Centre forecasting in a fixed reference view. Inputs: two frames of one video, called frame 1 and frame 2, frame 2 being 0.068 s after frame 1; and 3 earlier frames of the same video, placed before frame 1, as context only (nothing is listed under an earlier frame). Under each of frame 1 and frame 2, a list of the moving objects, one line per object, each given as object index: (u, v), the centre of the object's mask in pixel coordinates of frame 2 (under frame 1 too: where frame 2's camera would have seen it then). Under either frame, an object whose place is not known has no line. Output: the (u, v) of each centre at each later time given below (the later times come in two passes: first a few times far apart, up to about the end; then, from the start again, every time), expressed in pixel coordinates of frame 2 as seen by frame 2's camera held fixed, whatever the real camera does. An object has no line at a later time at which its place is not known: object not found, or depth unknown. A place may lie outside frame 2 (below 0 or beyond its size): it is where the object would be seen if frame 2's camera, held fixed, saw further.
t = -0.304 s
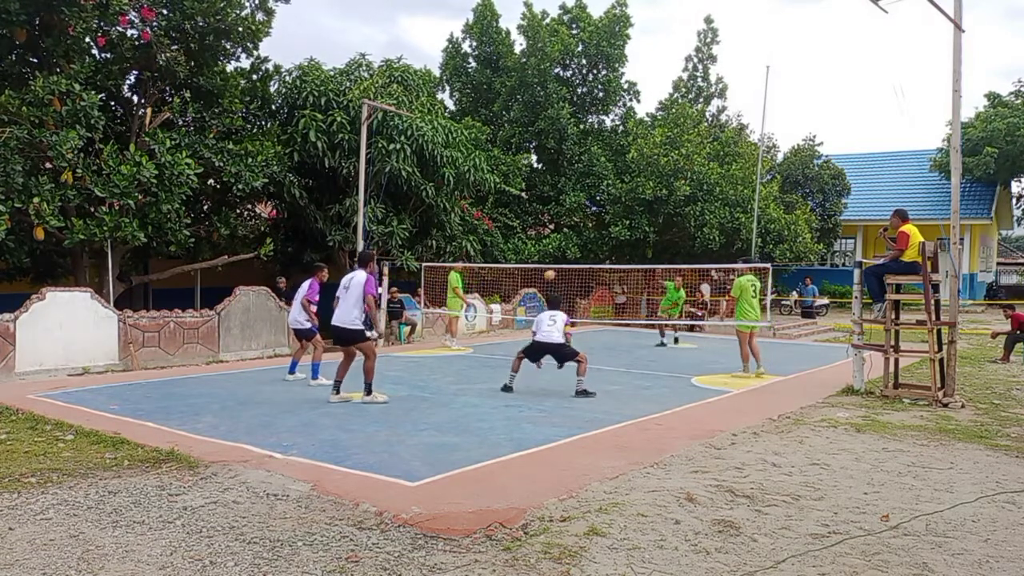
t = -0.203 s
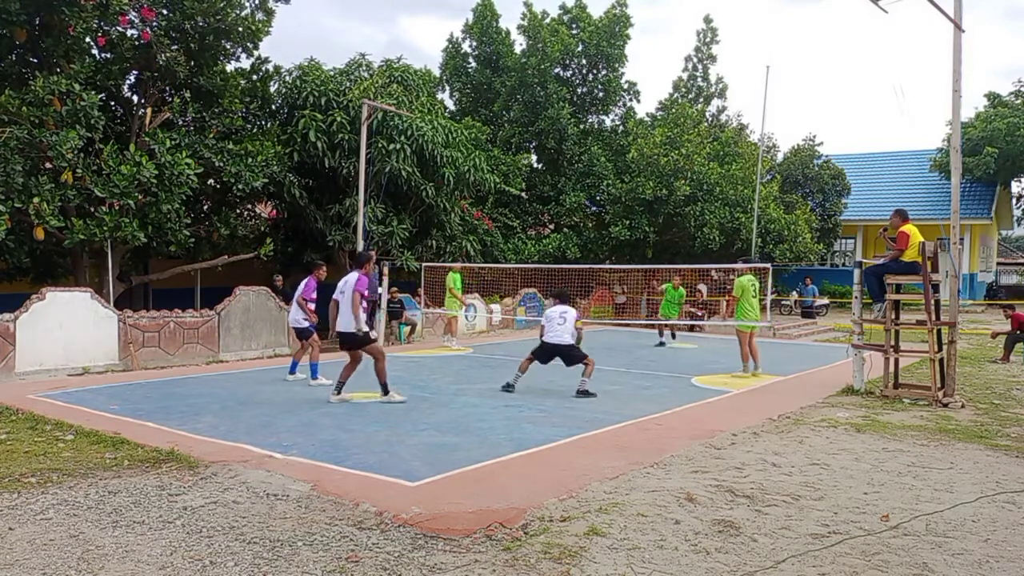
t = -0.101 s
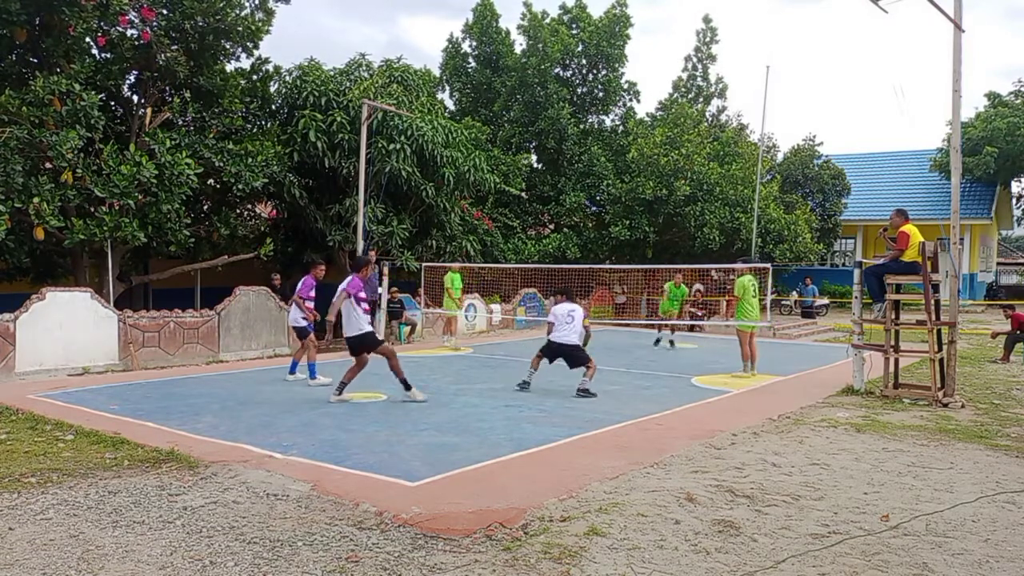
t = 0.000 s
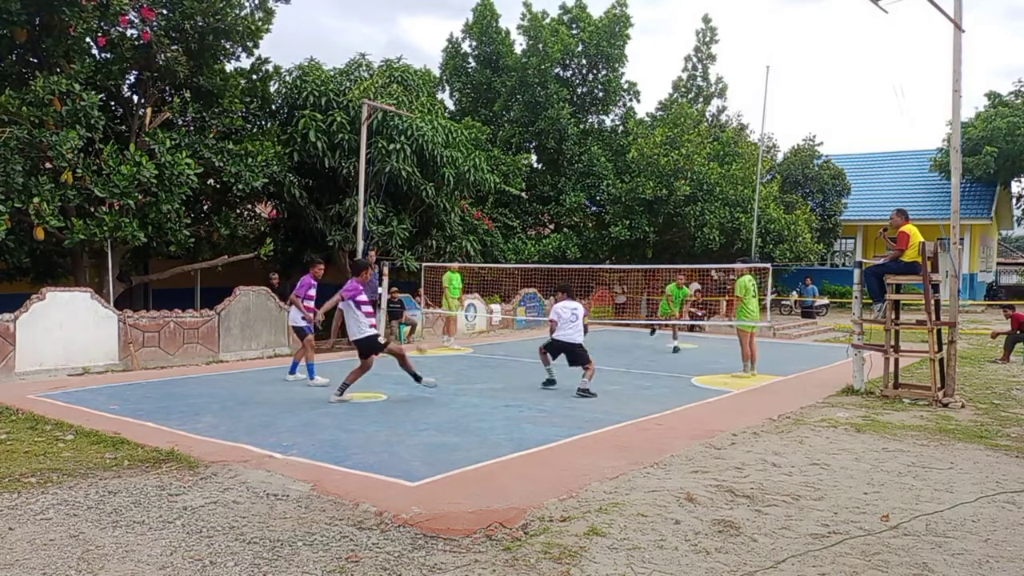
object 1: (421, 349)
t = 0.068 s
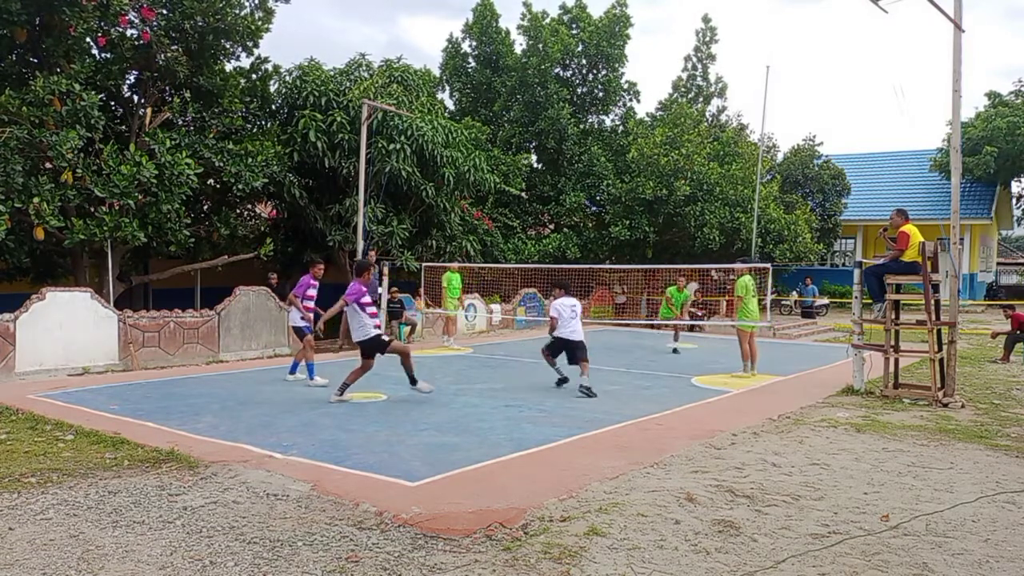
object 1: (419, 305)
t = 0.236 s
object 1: (410, 224)
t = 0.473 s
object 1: (396, 150)
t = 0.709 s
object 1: (382, 128)
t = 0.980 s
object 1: (368, 161)
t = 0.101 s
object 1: (416, 288)
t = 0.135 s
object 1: (415, 271)
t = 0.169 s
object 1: (414, 254)
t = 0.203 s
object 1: (412, 238)
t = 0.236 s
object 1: (410, 224)
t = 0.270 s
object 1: (408, 210)
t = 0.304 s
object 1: (406, 198)
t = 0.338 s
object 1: (404, 186)
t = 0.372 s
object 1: (402, 176)
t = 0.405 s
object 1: (401, 166)
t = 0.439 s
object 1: (399, 158)
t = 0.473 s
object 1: (396, 150)
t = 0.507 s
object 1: (395, 144)
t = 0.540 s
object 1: (392, 139)
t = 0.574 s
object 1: (390, 134)
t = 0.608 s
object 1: (389, 131)
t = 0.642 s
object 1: (386, 129)
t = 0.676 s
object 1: (384, 128)
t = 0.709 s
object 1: (382, 128)
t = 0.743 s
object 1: (381, 128)
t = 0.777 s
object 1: (378, 130)
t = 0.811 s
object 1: (377, 132)
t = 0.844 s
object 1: (375, 136)
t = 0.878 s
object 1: (372, 141)
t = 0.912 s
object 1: (371, 147)
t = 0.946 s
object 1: (370, 154)
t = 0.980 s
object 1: (368, 161)
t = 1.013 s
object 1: (367, 170)
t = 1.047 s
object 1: (363, 179)
